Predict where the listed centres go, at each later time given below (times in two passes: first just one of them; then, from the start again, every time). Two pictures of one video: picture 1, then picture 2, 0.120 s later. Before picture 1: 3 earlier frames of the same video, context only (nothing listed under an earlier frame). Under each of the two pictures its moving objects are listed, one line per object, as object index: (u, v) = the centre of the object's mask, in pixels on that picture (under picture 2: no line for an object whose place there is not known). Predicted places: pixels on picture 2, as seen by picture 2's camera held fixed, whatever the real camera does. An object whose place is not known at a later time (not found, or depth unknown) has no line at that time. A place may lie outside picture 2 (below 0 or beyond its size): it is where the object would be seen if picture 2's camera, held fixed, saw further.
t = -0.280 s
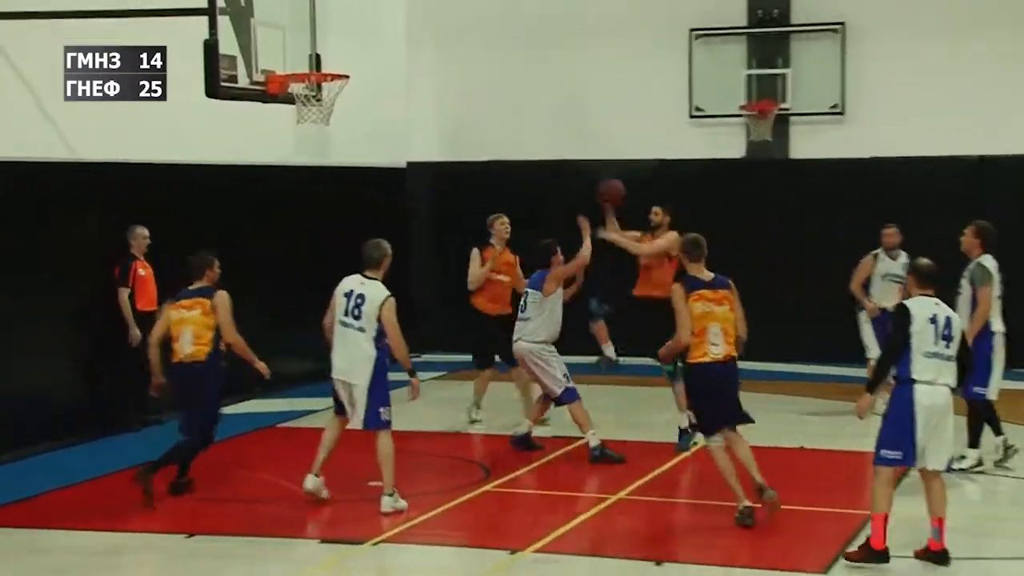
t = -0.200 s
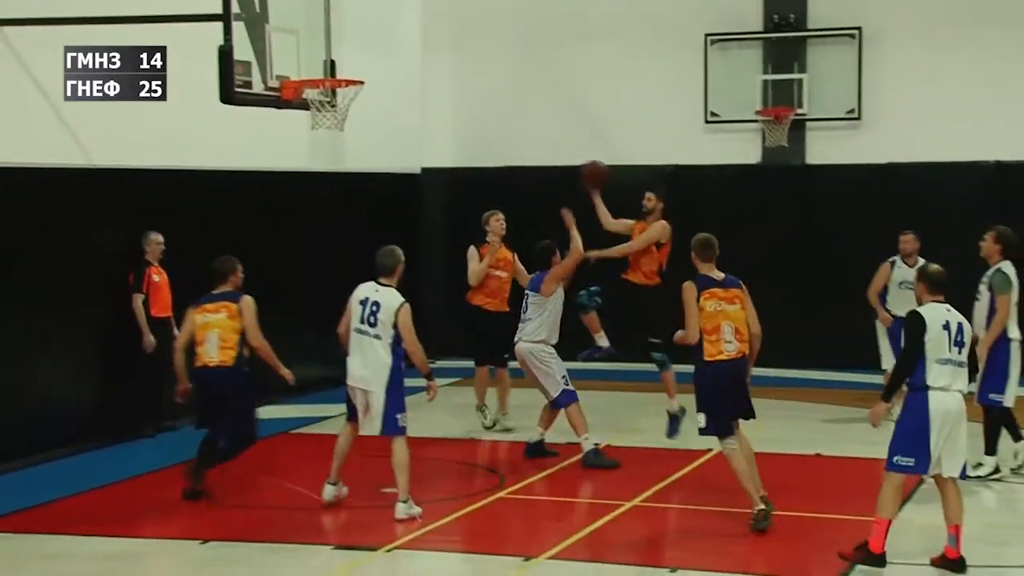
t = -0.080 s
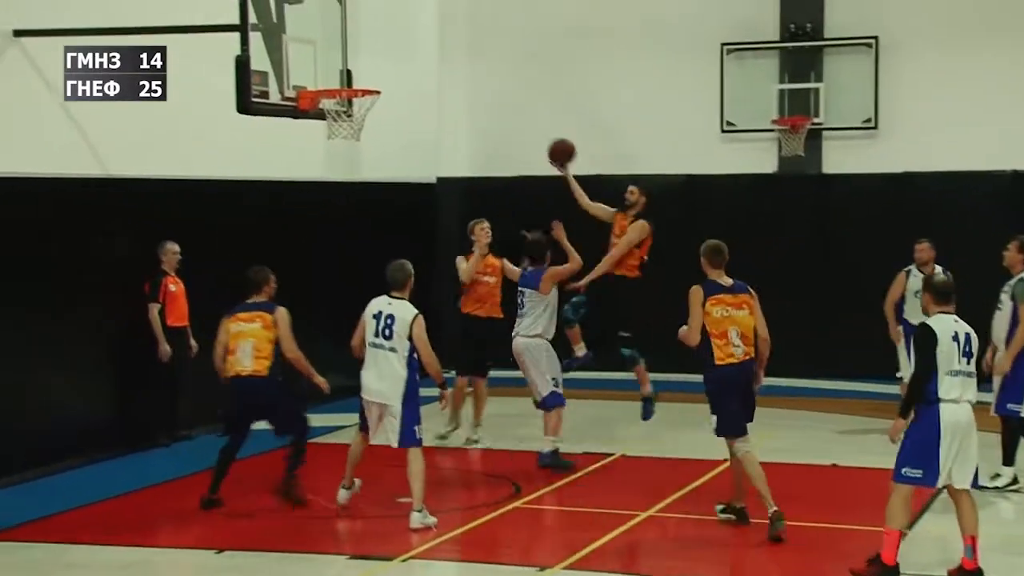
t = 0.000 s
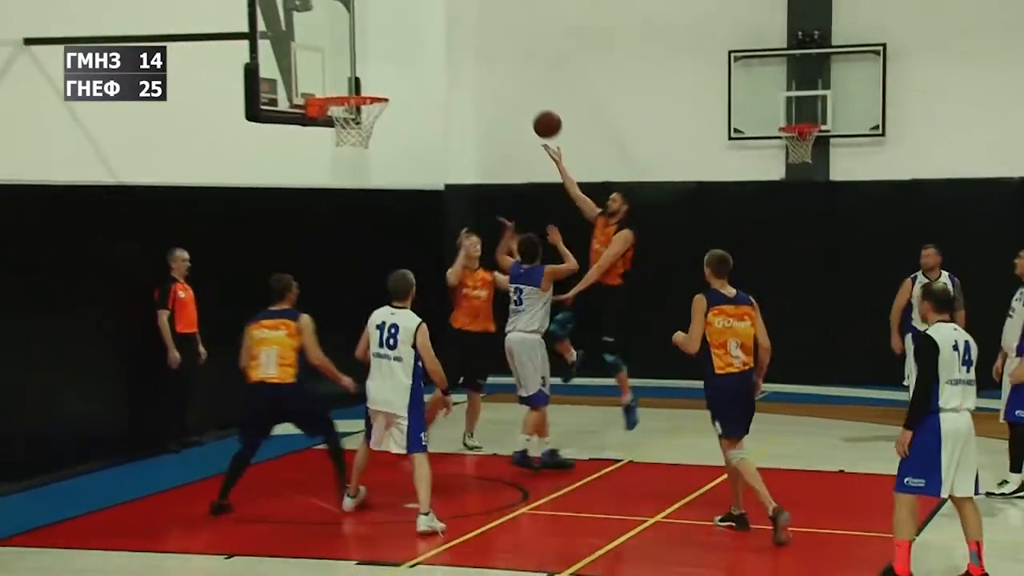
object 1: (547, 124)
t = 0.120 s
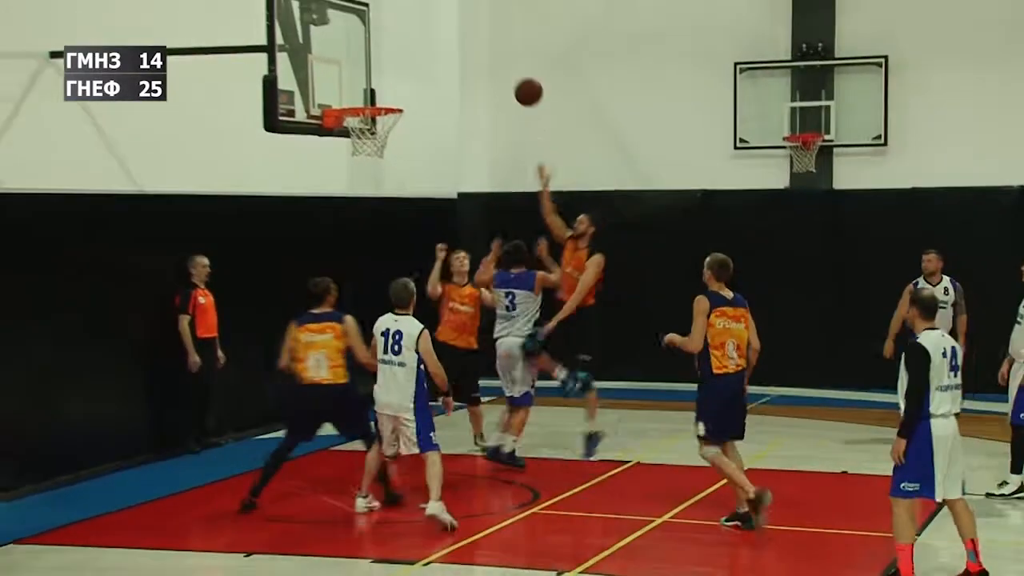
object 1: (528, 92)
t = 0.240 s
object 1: (498, 66)
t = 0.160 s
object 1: (518, 82)
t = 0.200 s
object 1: (508, 73)
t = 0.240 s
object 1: (498, 66)
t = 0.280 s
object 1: (488, 61)
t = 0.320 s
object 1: (478, 58)
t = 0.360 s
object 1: (468, 56)
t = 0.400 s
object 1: (458, 56)
